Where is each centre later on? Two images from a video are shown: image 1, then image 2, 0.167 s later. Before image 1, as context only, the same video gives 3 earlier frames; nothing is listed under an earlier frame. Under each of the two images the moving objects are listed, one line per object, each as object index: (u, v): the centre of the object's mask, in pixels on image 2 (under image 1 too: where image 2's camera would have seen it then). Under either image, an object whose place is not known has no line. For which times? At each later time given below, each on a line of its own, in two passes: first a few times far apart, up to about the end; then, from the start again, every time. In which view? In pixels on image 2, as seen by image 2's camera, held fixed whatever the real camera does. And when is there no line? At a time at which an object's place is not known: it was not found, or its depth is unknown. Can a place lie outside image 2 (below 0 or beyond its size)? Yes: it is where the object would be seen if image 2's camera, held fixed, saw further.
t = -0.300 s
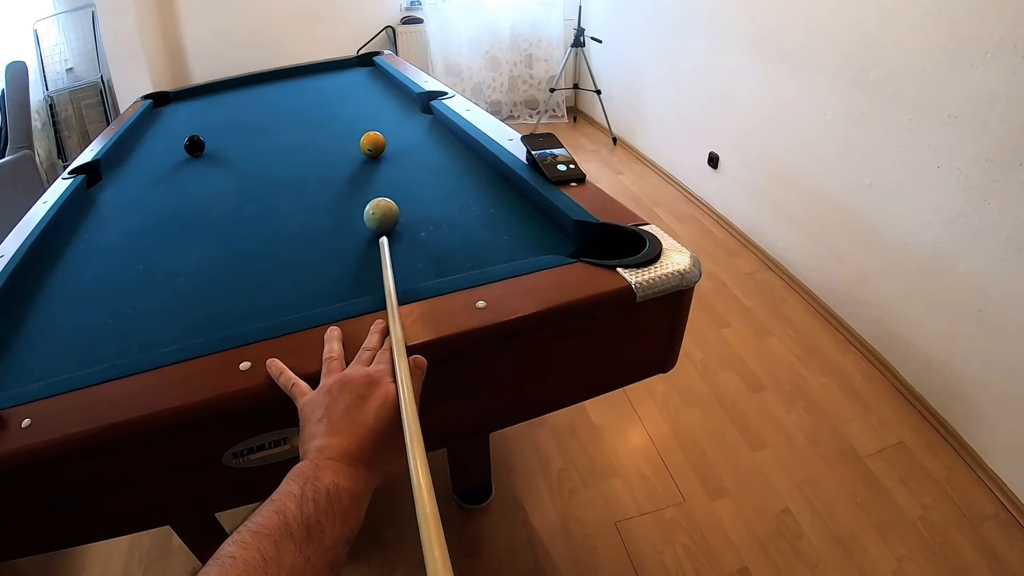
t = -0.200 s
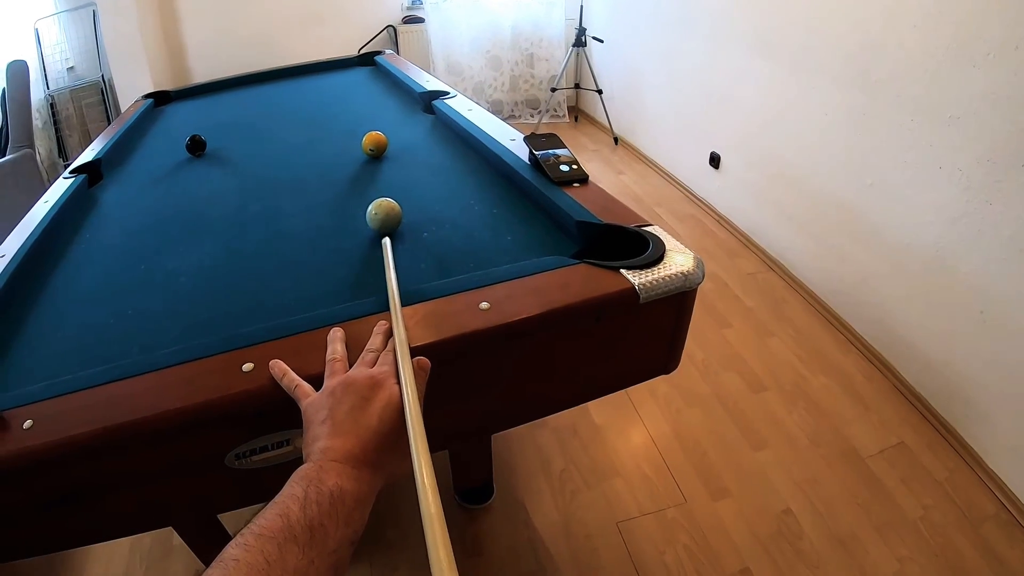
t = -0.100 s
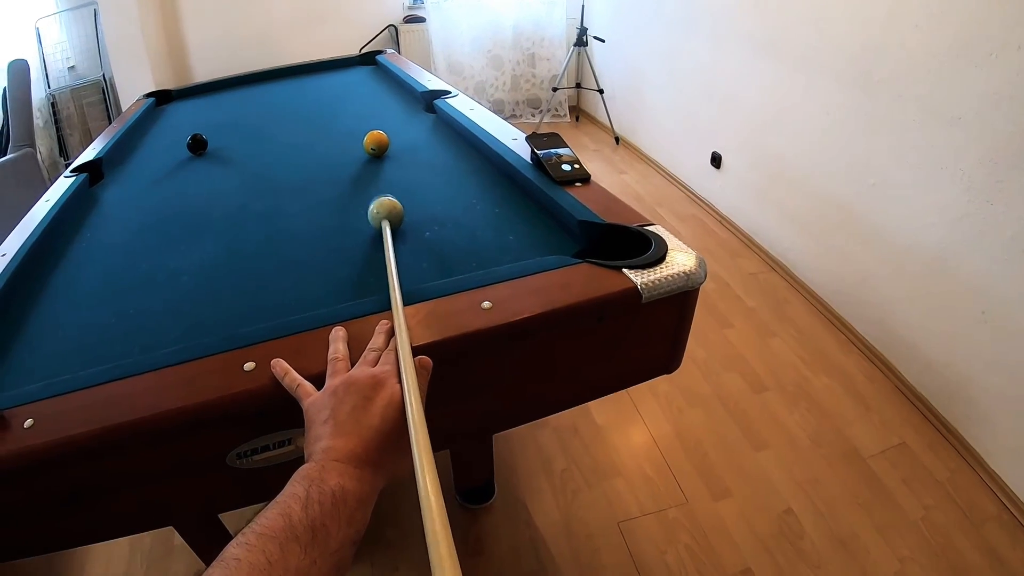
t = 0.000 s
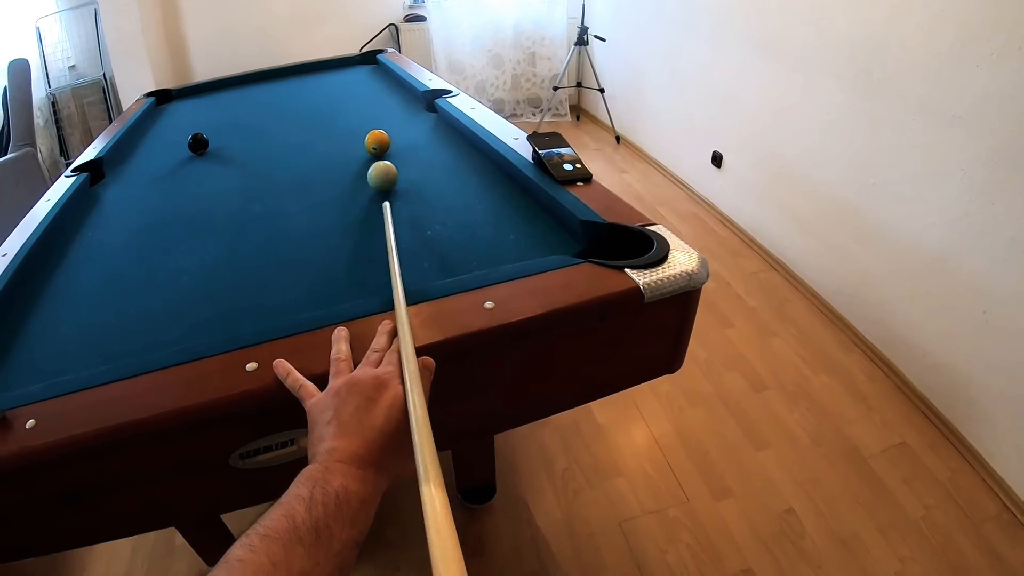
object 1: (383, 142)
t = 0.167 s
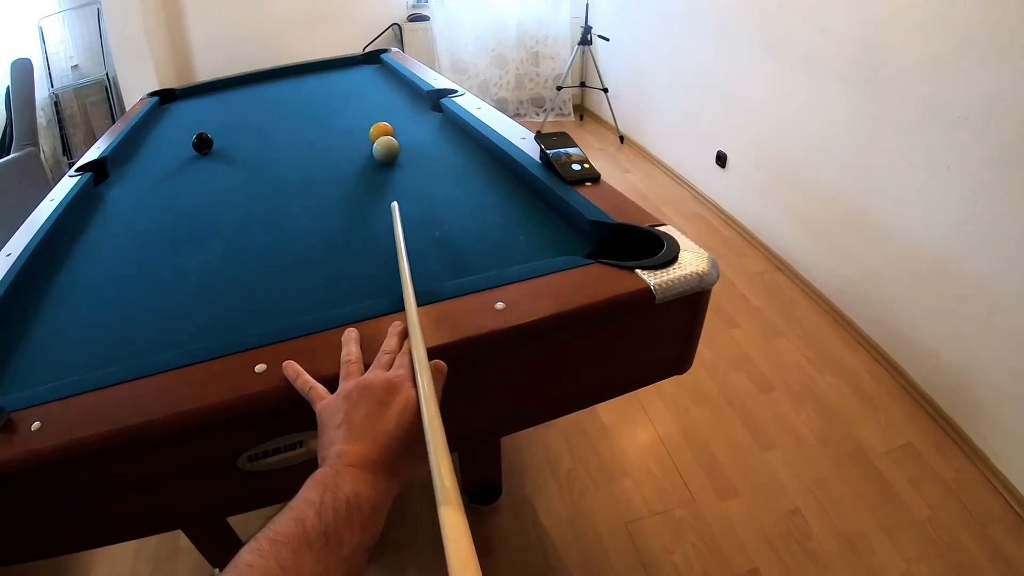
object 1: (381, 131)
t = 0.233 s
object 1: (380, 125)
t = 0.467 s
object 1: (377, 108)
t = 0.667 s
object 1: (375, 97)
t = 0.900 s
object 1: (372, 85)
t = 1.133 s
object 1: (370, 76)
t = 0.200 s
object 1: (380, 128)
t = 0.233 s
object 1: (380, 125)
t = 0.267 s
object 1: (379, 123)
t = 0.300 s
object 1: (379, 121)
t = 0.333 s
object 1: (379, 118)
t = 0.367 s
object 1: (378, 115)
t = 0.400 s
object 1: (378, 113)
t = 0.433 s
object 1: (377, 110)
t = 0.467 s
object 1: (377, 108)
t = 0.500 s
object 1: (377, 106)
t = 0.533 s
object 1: (376, 104)
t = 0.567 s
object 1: (376, 102)
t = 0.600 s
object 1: (376, 100)
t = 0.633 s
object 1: (375, 99)
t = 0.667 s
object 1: (375, 97)
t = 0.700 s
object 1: (375, 95)
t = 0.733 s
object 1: (374, 93)
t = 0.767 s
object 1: (374, 91)
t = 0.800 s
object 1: (373, 90)
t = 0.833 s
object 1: (373, 88)
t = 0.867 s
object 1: (373, 87)
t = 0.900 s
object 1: (372, 85)
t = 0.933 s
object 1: (372, 84)
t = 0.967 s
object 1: (372, 82)
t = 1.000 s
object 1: (371, 81)
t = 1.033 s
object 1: (371, 80)
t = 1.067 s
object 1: (371, 79)
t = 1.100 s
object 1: (370, 78)
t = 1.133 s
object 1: (370, 76)
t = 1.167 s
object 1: (370, 75)
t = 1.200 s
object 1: (370, 74)
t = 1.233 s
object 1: (370, 73)
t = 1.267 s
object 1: (370, 72)
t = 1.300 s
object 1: (369, 71)
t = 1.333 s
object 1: (370, 70)
